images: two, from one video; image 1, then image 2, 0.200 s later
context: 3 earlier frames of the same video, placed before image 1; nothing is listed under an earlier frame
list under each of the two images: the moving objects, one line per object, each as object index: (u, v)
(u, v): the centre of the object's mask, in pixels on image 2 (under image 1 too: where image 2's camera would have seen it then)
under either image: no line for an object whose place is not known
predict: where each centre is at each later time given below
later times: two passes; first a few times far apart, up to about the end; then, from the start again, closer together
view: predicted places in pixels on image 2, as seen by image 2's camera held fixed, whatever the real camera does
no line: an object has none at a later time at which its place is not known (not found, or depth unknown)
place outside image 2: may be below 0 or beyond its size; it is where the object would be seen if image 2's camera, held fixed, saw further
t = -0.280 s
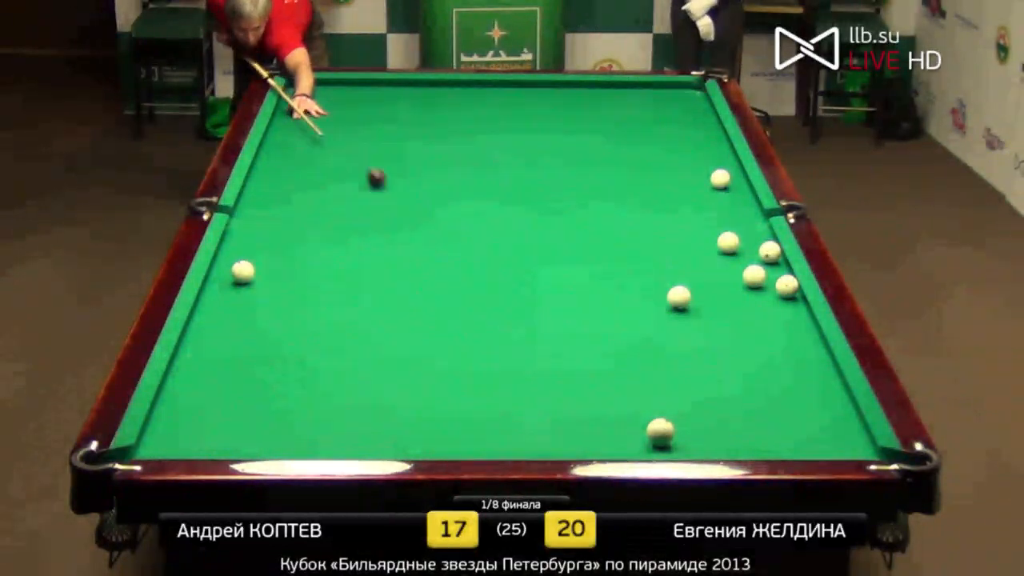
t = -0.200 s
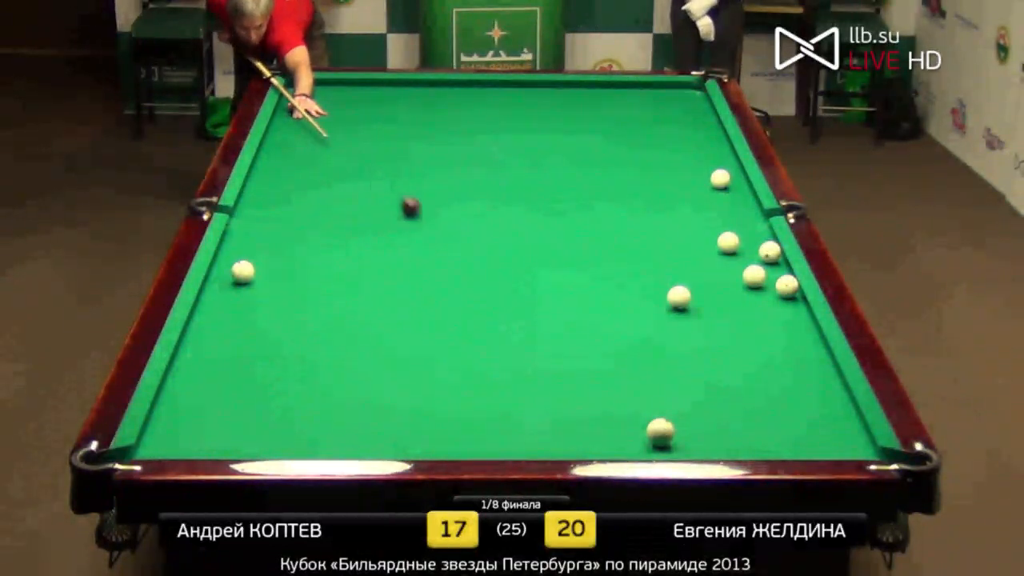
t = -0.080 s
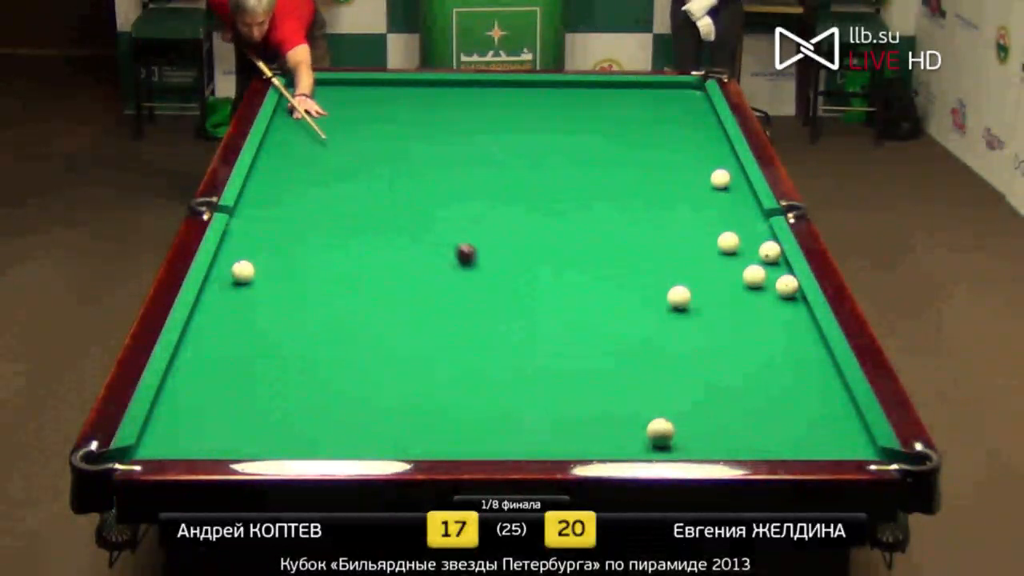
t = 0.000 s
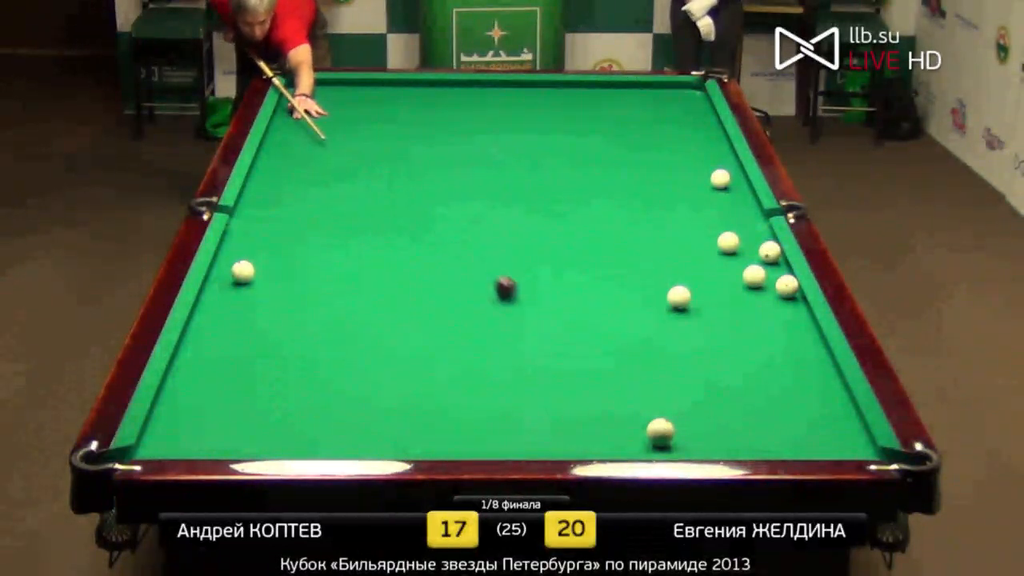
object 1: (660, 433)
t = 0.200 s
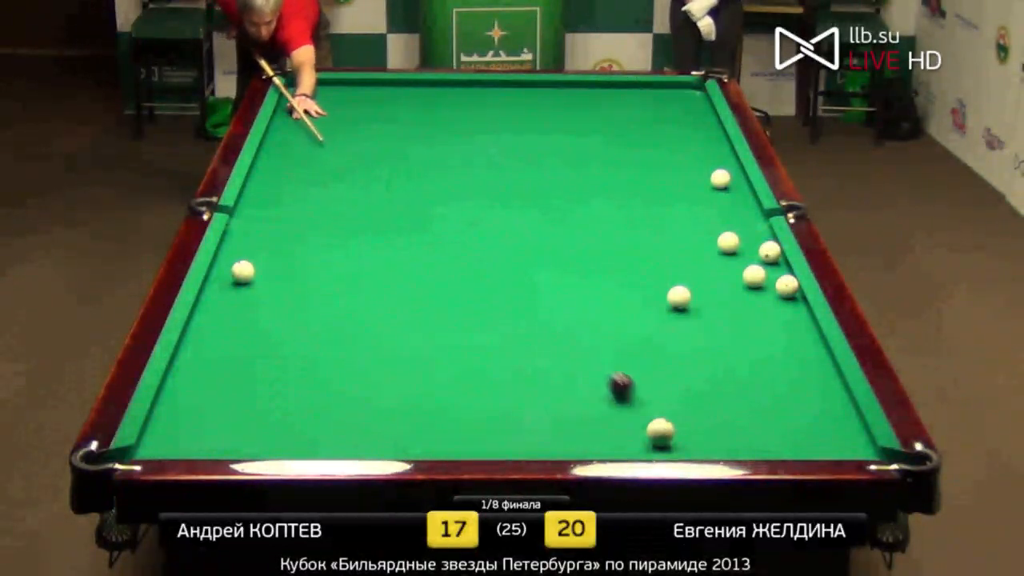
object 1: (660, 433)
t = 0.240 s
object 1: (660, 432)
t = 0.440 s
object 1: (644, 400)
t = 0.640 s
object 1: (628, 345)
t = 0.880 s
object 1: (612, 290)
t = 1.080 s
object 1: (600, 251)
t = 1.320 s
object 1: (588, 210)
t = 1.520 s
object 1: (579, 180)
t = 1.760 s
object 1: (569, 148)
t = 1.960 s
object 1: (562, 124)
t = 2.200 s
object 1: (554, 99)
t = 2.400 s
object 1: (548, 85)
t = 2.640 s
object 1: (550, 101)
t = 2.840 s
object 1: (550, 112)
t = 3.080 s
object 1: (550, 127)
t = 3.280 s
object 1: (551, 139)
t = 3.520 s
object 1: (551, 154)
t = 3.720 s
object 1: (551, 167)
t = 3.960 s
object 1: (551, 184)
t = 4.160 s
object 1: (550, 198)
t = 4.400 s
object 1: (549, 215)
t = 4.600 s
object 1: (548, 230)
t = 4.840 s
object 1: (547, 249)
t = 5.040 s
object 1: (545, 265)
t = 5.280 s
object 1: (543, 283)
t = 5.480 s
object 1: (541, 301)
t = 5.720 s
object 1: (539, 322)
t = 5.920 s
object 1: (537, 341)
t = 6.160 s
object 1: (535, 364)
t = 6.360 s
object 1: (532, 383)
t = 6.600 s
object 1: (529, 405)
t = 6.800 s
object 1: (527, 425)
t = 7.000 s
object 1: (523, 442)
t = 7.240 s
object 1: (519, 437)
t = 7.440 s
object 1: (515, 426)
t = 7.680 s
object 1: (512, 413)
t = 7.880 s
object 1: (509, 402)
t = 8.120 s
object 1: (506, 392)
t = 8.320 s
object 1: (504, 383)
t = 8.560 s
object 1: (501, 373)
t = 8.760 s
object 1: (499, 365)
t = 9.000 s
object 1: (497, 357)
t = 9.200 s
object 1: (495, 351)
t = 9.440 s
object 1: (494, 344)
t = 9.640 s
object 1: (493, 338)
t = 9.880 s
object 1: (491, 331)
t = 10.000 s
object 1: (491, 329)
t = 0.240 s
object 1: (660, 432)
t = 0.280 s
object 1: (660, 440)
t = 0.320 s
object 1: (656, 440)
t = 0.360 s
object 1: (652, 428)
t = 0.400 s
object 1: (648, 413)
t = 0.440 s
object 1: (644, 400)
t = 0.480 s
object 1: (641, 387)
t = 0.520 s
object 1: (637, 376)
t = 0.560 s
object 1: (634, 365)
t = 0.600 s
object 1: (631, 355)
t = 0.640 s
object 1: (628, 345)
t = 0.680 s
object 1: (625, 335)
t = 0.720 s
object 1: (623, 326)
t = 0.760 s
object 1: (620, 317)
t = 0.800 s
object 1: (617, 307)
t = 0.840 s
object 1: (615, 299)
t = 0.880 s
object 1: (612, 290)
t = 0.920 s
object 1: (610, 282)
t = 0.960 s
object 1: (607, 274)
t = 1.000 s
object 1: (605, 266)
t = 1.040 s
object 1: (602, 258)
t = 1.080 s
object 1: (600, 251)
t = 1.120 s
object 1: (598, 244)
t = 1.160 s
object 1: (596, 237)
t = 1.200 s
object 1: (594, 230)
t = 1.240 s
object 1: (592, 223)
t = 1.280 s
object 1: (590, 216)
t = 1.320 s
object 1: (588, 210)
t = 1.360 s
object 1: (586, 204)
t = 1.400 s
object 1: (584, 198)
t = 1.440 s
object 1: (582, 192)
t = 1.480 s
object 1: (581, 186)
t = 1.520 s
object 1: (579, 180)
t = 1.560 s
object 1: (577, 175)
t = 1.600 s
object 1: (576, 169)
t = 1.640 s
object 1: (574, 164)
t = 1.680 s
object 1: (572, 158)
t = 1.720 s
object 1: (571, 153)
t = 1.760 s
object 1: (569, 148)
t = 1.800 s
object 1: (568, 143)
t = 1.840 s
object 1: (566, 138)
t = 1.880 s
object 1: (565, 133)
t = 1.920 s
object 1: (563, 129)
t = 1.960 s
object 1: (562, 124)
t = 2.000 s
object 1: (561, 119)
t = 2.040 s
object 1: (559, 115)
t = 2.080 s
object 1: (557, 111)
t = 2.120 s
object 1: (556, 107)
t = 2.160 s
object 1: (555, 103)
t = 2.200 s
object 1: (554, 99)
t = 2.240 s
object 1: (552, 95)
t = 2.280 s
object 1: (551, 90)
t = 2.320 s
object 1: (550, 87)
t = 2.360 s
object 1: (548, 83)
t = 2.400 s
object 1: (548, 85)
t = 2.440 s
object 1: (549, 88)
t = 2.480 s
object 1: (549, 91)
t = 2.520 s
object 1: (549, 93)
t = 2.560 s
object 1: (549, 96)
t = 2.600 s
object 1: (550, 98)
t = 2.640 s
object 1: (550, 101)
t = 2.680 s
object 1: (550, 103)
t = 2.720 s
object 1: (550, 105)
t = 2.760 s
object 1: (550, 107)
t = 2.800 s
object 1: (550, 110)
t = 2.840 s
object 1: (550, 112)
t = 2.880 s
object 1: (550, 115)
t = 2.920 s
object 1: (550, 117)
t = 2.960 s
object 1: (550, 119)
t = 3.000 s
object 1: (550, 122)
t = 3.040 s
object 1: (550, 124)
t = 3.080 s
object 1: (550, 127)
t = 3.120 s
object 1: (551, 129)
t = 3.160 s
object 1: (551, 131)
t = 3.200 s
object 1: (551, 134)
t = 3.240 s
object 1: (551, 136)
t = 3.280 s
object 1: (551, 139)
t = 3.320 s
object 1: (551, 141)
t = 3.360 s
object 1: (551, 144)
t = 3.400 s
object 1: (551, 146)
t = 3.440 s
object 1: (551, 149)
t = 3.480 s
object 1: (551, 152)
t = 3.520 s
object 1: (551, 154)
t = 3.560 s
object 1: (551, 157)
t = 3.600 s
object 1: (551, 159)
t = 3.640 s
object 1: (551, 162)
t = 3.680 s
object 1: (551, 164)
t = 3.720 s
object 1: (551, 167)
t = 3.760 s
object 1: (551, 170)
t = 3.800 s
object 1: (551, 173)
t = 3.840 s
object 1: (551, 175)
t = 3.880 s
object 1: (551, 178)
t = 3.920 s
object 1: (551, 181)
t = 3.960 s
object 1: (551, 184)
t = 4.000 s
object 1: (550, 186)
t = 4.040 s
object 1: (550, 189)
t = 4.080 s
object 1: (550, 192)
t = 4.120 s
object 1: (550, 195)
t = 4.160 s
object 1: (550, 198)
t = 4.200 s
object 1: (550, 200)
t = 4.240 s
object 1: (550, 203)
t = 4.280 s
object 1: (550, 206)
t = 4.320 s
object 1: (549, 209)
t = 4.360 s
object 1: (549, 212)
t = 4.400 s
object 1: (549, 215)
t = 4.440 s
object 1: (549, 218)
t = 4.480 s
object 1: (549, 221)
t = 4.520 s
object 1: (548, 224)
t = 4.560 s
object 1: (548, 227)
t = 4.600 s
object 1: (548, 230)
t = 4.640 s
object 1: (548, 233)
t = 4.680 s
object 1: (547, 236)
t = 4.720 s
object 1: (547, 239)
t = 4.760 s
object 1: (547, 242)
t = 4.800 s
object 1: (547, 244)
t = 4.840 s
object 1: (547, 249)
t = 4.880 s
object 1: (546, 250)
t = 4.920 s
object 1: (546, 255)
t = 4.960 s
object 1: (546, 258)
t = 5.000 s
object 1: (546, 260)
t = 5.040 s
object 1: (545, 265)
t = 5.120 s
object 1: (545, 271)
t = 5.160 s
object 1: (544, 275)
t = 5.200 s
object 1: (544, 276)
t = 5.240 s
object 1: (544, 280)
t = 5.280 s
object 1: (543, 283)
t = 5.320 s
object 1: (543, 288)
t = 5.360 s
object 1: (542, 291)
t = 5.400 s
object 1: (542, 293)
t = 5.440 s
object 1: (542, 297)
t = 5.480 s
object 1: (541, 301)
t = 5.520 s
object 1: (541, 305)
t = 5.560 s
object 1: (541, 307)
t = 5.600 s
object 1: (540, 310)
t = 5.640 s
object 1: (540, 316)
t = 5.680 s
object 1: (540, 319)
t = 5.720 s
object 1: (539, 322)
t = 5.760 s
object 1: (539, 327)
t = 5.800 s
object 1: (539, 328)
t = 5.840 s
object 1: (538, 334)
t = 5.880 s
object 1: (538, 337)
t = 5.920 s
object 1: (537, 341)
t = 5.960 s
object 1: (537, 345)
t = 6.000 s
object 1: (537, 346)
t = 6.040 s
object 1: (536, 350)
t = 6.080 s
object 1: (536, 354)
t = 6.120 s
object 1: (535, 358)
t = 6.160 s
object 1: (535, 364)
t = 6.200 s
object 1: (535, 366)
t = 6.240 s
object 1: (534, 369)
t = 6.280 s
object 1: (533, 375)
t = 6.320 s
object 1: (533, 379)
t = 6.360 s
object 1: (532, 383)
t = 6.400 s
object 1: (532, 385)
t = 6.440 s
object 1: (532, 389)
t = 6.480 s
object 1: (531, 393)
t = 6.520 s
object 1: (530, 399)
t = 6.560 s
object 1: (530, 401)
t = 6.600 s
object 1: (529, 405)
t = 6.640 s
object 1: (529, 411)
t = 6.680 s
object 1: (528, 415)
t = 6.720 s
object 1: (528, 419)
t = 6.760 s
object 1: (527, 423)
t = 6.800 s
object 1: (527, 425)
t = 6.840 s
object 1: (526, 430)
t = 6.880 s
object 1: (525, 436)
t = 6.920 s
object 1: (525, 438)
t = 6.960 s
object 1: (524, 441)
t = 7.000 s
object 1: (523, 442)
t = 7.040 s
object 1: (522, 445)
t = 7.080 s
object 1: (521, 444)
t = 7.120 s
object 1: (521, 443)
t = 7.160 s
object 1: (520, 442)
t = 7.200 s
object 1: (520, 440)
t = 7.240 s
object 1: (519, 437)
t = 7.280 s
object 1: (518, 436)
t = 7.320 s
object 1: (518, 435)
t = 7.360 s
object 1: (518, 432)
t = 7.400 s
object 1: (516, 430)
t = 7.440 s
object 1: (515, 426)
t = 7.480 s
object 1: (515, 425)
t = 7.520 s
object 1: (514, 421)
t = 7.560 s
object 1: (514, 420)
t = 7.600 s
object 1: (513, 418)
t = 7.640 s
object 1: (512, 415)
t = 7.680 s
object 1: (512, 413)
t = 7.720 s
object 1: (511, 411)
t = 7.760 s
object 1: (511, 408)
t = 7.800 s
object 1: (510, 408)
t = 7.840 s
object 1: (510, 405)
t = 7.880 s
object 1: (509, 402)
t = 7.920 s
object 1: (509, 402)
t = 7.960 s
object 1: (508, 399)
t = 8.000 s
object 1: (508, 398)
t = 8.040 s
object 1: (507, 396)
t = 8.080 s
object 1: (507, 394)
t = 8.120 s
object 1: (506, 392)
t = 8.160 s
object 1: (505, 389)
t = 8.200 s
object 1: (505, 388)
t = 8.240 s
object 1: (504, 385)
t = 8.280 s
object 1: (504, 384)
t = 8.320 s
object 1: (504, 383)
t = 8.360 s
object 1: (503, 380)
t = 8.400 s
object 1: (503, 379)
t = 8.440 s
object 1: (502, 378)
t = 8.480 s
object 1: (502, 376)
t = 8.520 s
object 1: (502, 375)
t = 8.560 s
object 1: (501, 373)
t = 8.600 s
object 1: (501, 371)
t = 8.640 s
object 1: (500, 370)
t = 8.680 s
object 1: (500, 368)
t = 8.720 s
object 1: (499, 366)
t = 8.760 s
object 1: (499, 365)
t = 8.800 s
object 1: (499, 364)
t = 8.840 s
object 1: (498, 362)
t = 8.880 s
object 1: (498, 361)
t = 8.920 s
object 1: (497, 359)
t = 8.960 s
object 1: (497, 358)
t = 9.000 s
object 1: (497, 357)
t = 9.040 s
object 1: (497, 356)
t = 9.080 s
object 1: (496, 354)
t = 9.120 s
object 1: (496, 353)
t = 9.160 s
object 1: (495, 351)
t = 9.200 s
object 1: (495, 351)
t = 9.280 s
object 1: (494, 348)
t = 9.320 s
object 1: (495, 347)
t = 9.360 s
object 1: (494, 346)
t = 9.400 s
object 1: (494, 345)
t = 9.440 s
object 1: (494, 344)
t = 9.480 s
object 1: (493, 342)
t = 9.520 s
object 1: (493, 341)
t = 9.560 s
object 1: (493, 340)
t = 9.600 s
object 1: (493, 340)
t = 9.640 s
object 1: (493, 338)
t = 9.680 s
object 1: (492, 336)
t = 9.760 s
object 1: (492, 335)
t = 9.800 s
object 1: (492, 334)
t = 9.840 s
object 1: (491, 333)
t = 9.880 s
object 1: (491, 331)
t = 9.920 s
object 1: (491, 330)
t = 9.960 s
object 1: (491, 330)
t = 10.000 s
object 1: (491, 329)
